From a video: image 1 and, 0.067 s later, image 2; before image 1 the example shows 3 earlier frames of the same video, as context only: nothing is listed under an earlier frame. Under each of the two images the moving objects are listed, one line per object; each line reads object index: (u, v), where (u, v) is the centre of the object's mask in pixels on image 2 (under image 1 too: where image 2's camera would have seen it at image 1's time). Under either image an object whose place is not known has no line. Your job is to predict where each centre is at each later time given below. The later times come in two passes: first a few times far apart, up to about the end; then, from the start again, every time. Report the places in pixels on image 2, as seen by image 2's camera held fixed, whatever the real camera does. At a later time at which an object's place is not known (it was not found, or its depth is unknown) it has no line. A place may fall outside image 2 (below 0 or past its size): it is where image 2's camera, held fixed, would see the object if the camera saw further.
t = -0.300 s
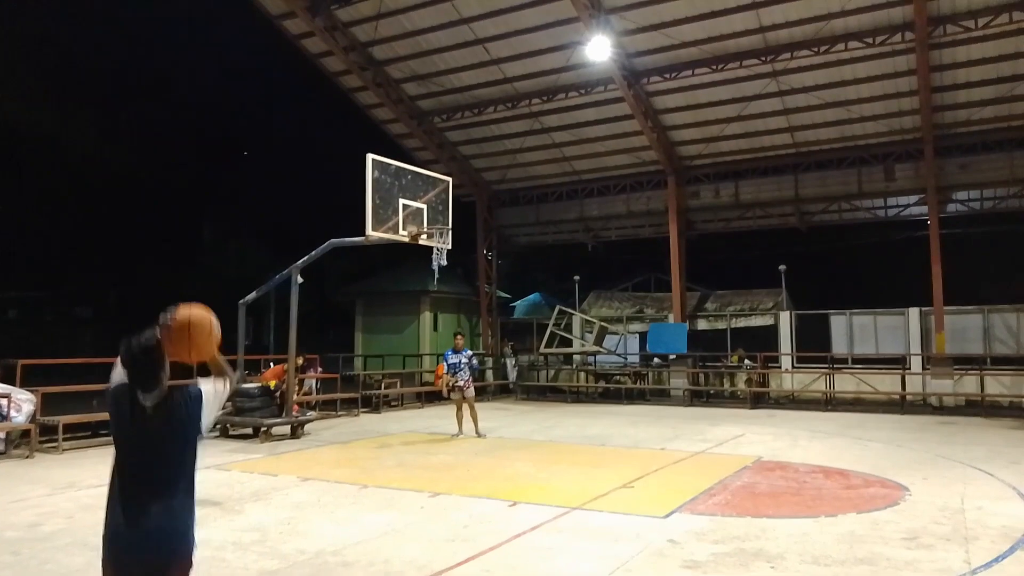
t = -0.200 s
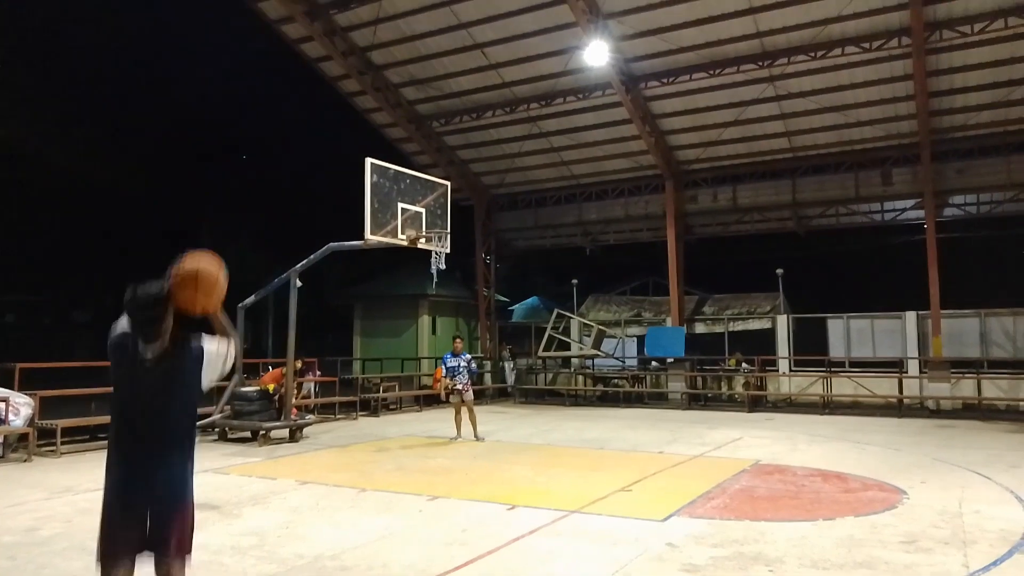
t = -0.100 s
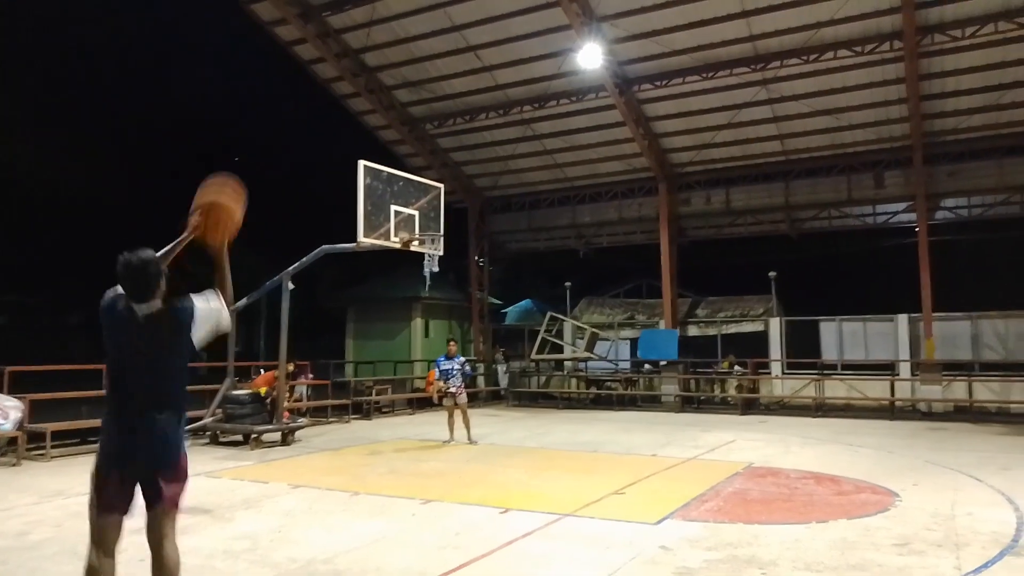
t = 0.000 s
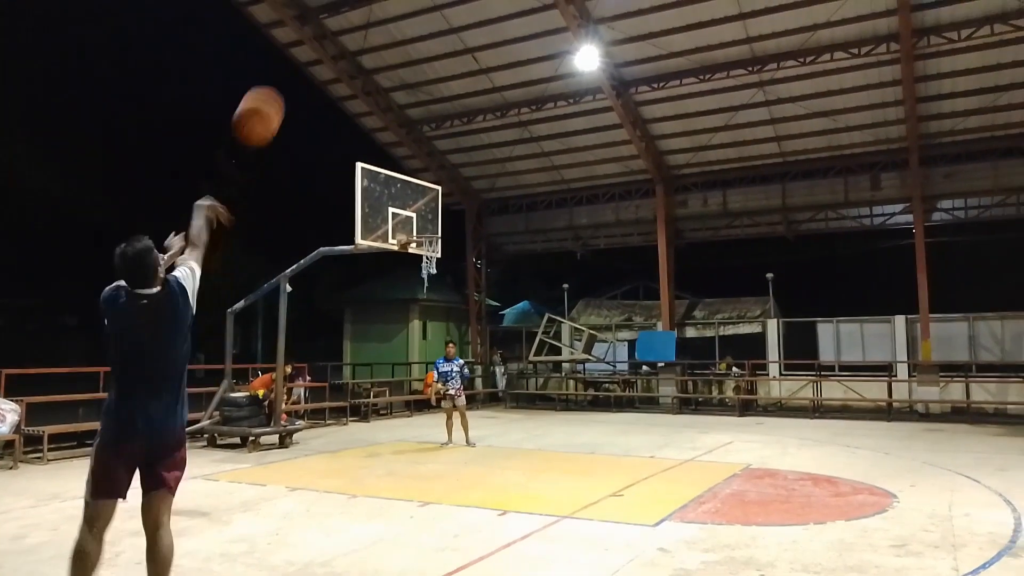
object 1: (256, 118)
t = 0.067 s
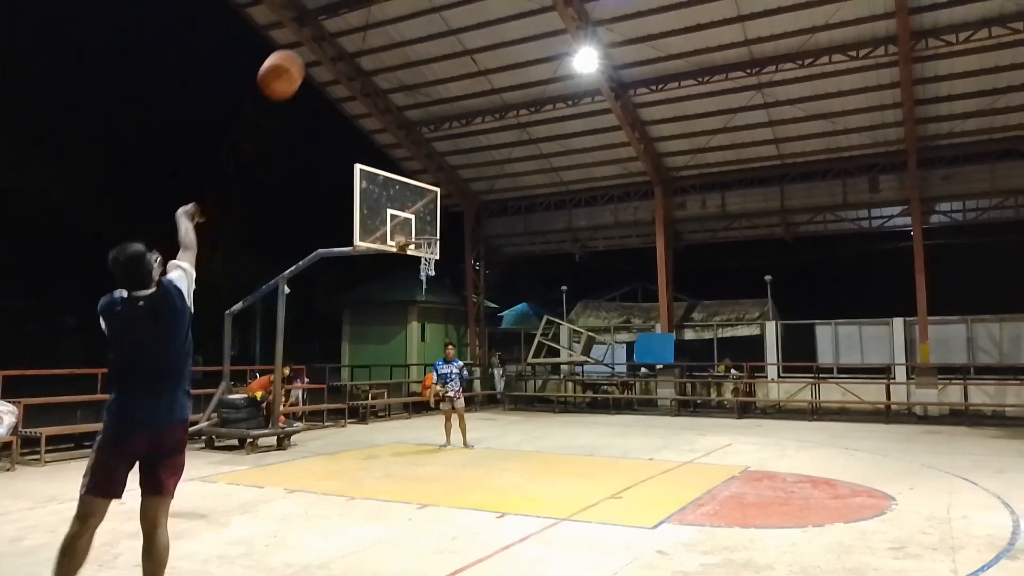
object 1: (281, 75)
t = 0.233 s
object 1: (326, 19)
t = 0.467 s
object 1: (367, 16)
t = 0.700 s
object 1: (394, 59)
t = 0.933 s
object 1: (413, 134)
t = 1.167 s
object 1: (426, 227)
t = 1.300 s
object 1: (409, 275)
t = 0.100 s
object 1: (291, 59)
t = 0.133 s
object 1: (301, 45)
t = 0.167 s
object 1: (310, 34)
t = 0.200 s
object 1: (318, 26)
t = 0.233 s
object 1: (326, 19)
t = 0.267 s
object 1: (333, 14)
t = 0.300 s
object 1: (339, 11)
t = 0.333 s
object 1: (345, 11)
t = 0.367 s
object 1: (352, 12)
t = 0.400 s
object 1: (357, 12)
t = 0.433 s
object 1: (362, 14)
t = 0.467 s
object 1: (367, 16)
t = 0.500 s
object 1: (372, 19)
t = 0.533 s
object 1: (376, 22)
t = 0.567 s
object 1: (379, 28)
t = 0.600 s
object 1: (384, 35)
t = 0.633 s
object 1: (387, 42)
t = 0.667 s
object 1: (391, 50)
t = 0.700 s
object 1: (394, 59)
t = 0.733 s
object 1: (397, 68)
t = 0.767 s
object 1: (400, 78)
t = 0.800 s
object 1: (403, 89)
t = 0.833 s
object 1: (406, 99)
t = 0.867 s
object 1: (408, 110)
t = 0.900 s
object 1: (411, 122)
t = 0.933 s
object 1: (413, 134)
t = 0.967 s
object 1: (415, 146)
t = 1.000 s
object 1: (418, 159)
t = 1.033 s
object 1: (420, 171)
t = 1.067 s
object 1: (422, 185)
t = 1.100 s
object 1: (424, 199)
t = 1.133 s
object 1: (425, 214)
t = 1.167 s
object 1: (426, 227)
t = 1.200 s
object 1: (427, 241)
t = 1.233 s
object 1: (421, 252)
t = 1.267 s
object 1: (414, 265)
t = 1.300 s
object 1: (409, 275)
